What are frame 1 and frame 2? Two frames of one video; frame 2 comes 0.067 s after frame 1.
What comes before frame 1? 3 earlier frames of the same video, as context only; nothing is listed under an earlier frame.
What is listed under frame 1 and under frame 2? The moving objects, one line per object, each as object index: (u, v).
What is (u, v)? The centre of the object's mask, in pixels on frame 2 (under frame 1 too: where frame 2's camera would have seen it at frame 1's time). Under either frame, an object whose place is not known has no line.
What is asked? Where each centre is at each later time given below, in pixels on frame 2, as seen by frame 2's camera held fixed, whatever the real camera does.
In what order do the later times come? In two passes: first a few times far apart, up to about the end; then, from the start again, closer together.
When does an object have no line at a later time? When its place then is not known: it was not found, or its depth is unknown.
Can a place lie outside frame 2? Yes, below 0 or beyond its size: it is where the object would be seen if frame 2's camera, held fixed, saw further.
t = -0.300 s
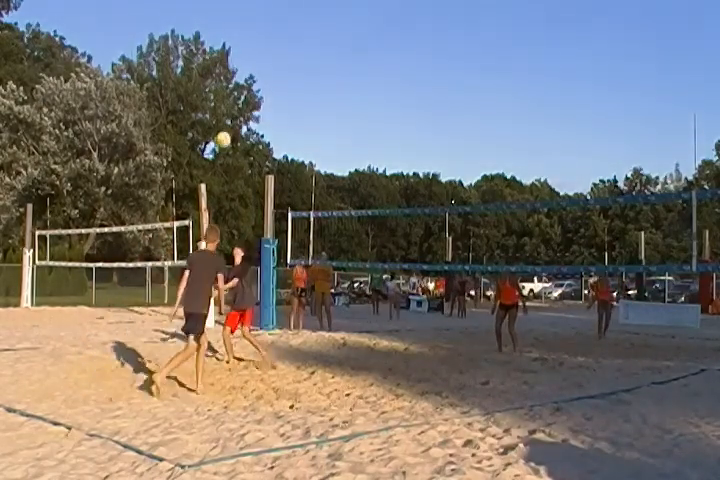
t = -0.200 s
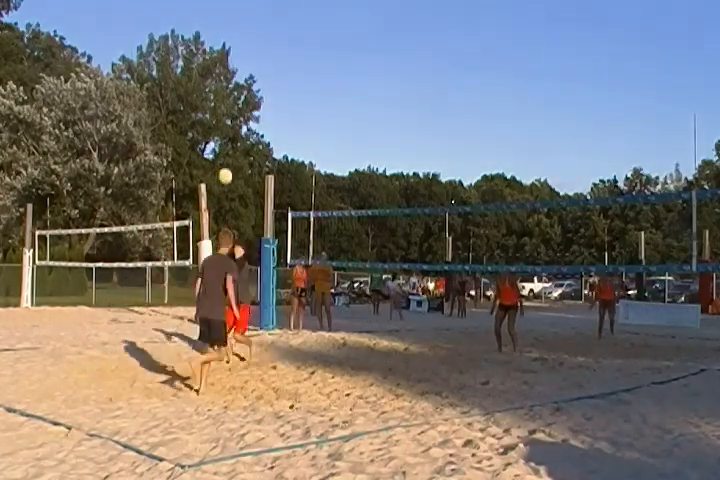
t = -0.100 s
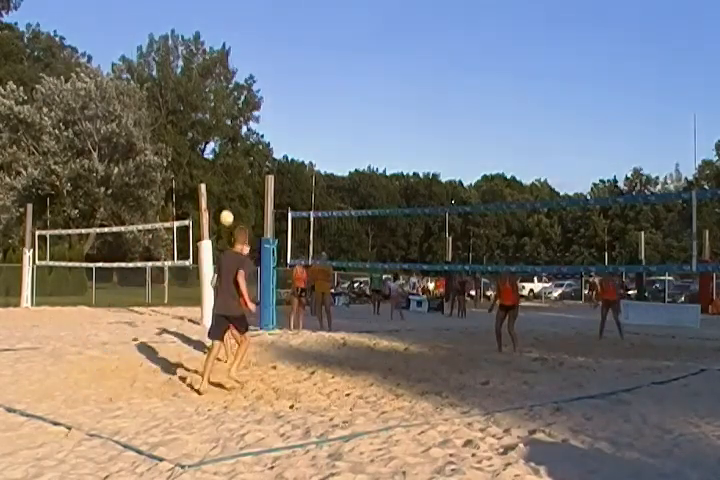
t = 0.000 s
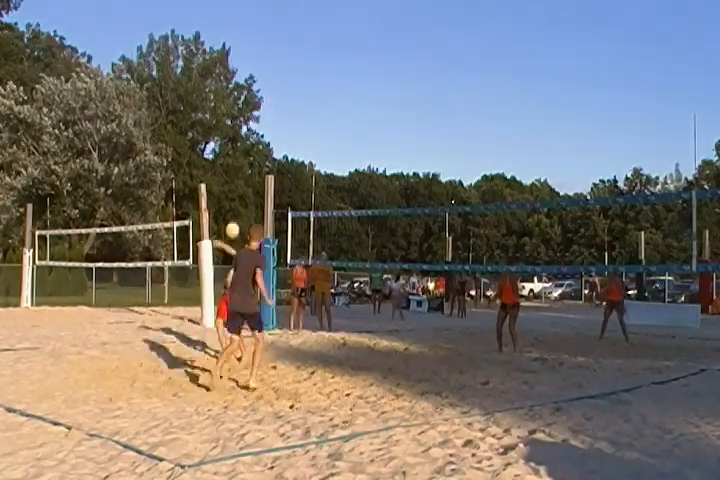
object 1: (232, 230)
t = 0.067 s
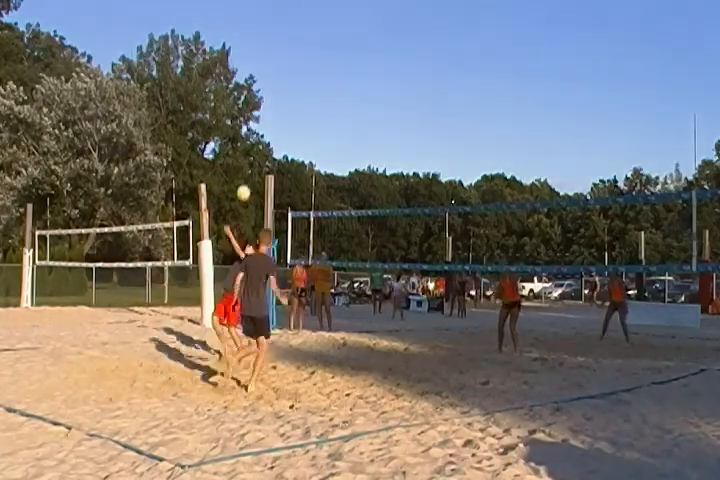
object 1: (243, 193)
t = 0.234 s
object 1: (270, 116)
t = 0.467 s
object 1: (308, 48)
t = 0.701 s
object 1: (344, 20)
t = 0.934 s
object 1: (381, 30)
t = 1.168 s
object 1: (416, 77)
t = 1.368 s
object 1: (446, 145)
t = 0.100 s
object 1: (248, 175)
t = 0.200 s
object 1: (264, 130)
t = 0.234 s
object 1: (270, 116)
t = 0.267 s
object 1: (275, 104)
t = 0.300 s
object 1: (281, 93)
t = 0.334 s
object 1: (286, 82)
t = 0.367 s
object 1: (291, 72)
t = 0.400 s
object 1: (297, 63)
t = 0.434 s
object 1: (302, 55)
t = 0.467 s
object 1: (308, 48)
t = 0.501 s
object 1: (313, 42)
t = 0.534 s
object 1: (318, 36)
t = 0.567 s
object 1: (324, 31)
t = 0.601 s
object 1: (329, 28)
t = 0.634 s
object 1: (334, 24)
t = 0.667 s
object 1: (339, 22)
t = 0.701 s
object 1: (344, 20)
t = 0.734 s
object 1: (350, 19)
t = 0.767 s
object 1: (355, 20)
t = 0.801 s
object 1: (360, 20)
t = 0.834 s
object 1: (365, 22)
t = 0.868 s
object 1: (370, 23)
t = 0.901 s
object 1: (375, 27)
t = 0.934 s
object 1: (381, 30)
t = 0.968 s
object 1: (386, 34)
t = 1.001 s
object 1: (391, 39)
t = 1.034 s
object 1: (396, 45)
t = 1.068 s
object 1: (400, 52)
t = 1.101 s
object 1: (406, 59)
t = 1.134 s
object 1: (411, 67)
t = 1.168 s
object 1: (416, 77)
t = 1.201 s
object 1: (421, 86)
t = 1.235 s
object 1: (426, 96)
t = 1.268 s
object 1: (431, 107)
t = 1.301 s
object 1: (436, 119)
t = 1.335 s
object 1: (441, 132)
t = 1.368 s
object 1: (446, 145)
